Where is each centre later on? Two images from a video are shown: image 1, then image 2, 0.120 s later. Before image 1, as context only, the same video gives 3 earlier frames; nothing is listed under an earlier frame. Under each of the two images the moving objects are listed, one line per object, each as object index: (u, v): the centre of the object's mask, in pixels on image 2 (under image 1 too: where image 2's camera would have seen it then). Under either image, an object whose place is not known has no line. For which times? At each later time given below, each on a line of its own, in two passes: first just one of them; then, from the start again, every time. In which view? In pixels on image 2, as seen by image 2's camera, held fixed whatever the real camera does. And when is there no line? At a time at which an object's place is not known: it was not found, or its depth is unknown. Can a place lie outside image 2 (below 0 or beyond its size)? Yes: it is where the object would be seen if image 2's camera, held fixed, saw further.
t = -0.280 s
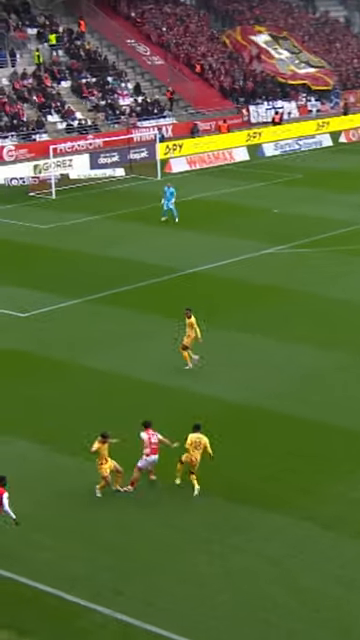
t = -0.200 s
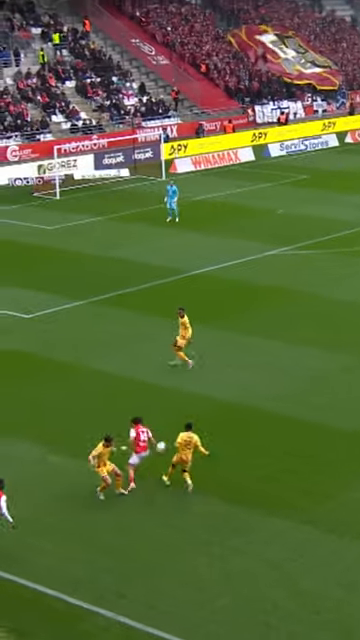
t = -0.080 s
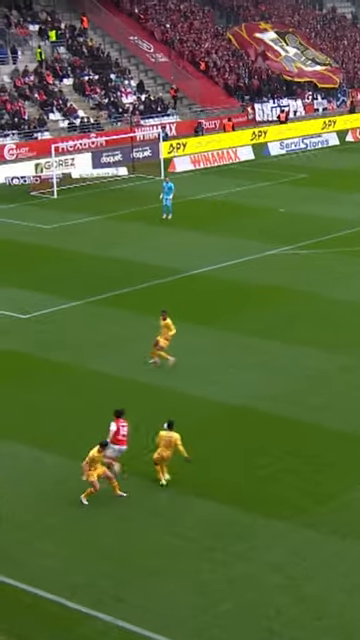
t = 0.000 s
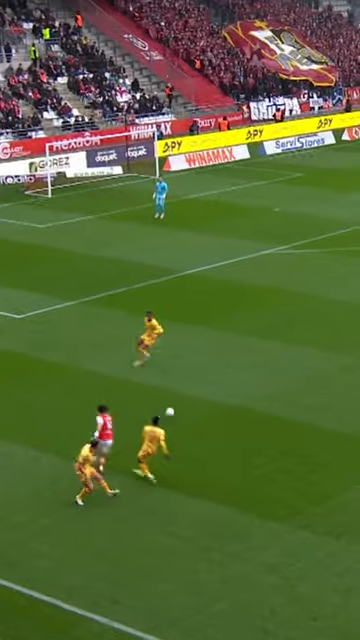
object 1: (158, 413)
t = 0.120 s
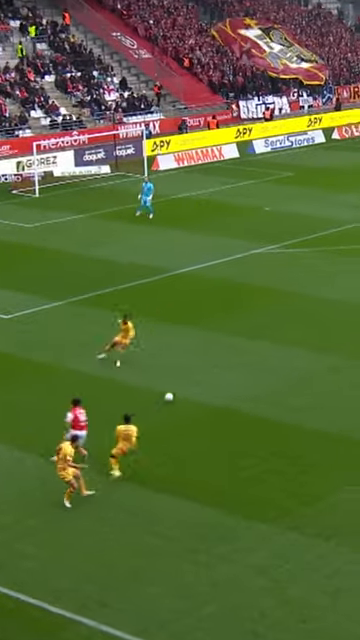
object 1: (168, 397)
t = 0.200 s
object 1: (175, 385)
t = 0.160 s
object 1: (172, 391)
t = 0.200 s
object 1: (175, 385)
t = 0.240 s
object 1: (178, 380)
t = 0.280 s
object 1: (182, 376)
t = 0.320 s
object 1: (185, 372)
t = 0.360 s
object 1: (188, 368)
